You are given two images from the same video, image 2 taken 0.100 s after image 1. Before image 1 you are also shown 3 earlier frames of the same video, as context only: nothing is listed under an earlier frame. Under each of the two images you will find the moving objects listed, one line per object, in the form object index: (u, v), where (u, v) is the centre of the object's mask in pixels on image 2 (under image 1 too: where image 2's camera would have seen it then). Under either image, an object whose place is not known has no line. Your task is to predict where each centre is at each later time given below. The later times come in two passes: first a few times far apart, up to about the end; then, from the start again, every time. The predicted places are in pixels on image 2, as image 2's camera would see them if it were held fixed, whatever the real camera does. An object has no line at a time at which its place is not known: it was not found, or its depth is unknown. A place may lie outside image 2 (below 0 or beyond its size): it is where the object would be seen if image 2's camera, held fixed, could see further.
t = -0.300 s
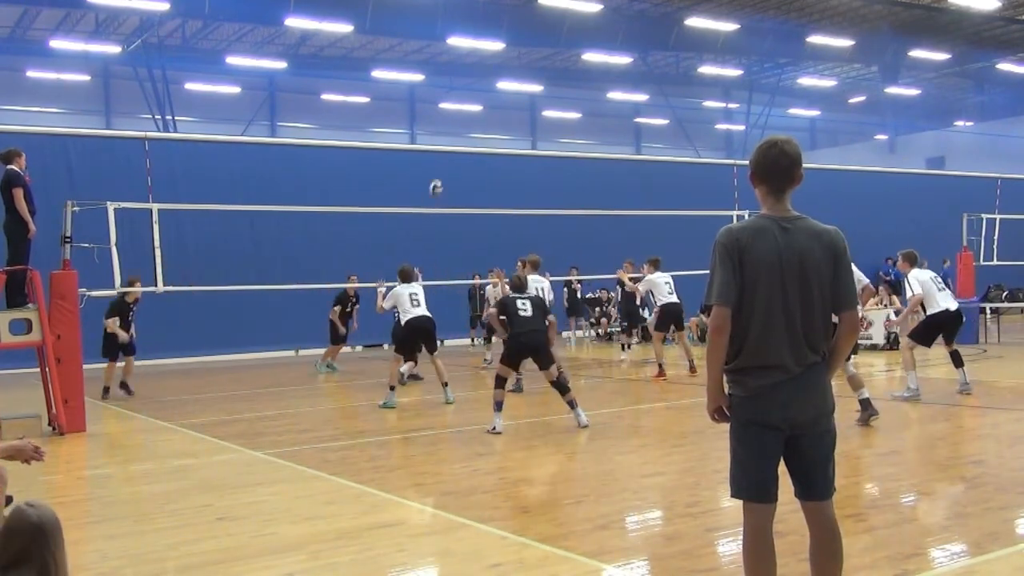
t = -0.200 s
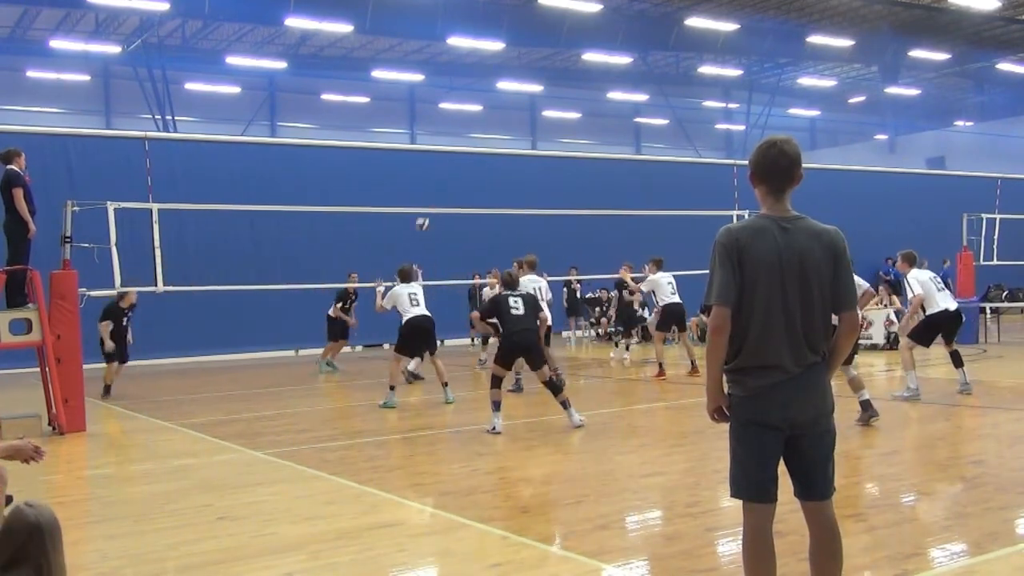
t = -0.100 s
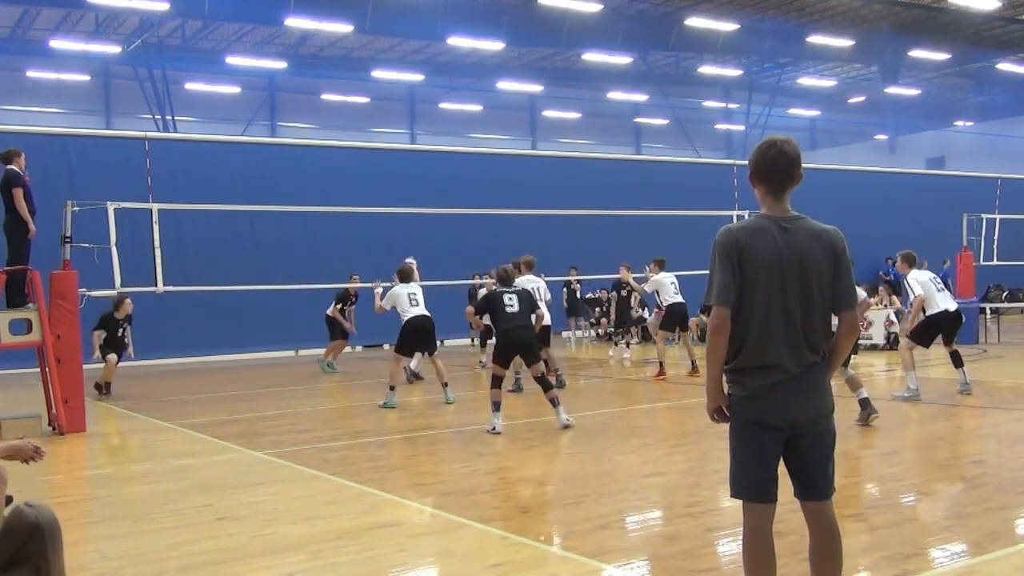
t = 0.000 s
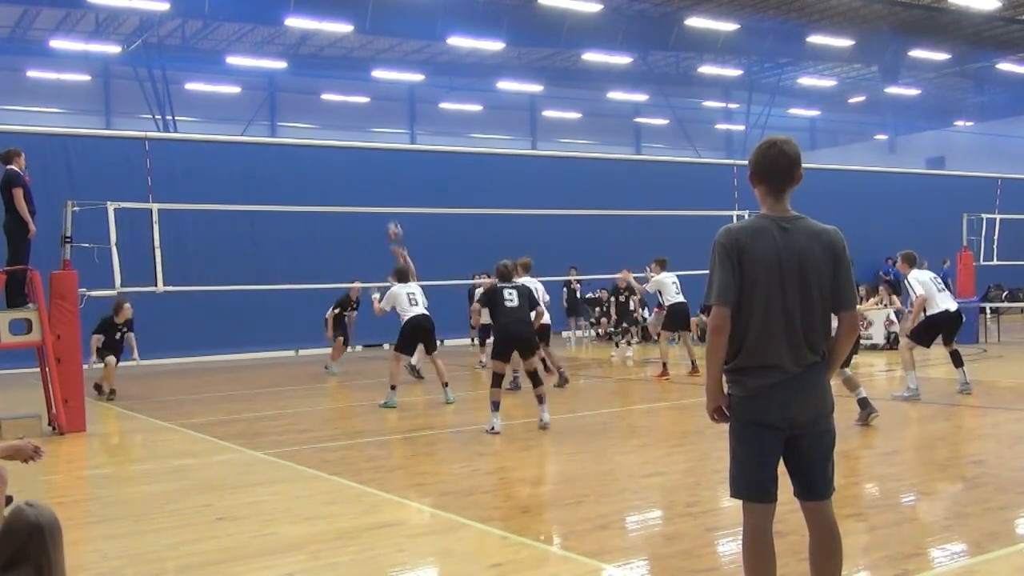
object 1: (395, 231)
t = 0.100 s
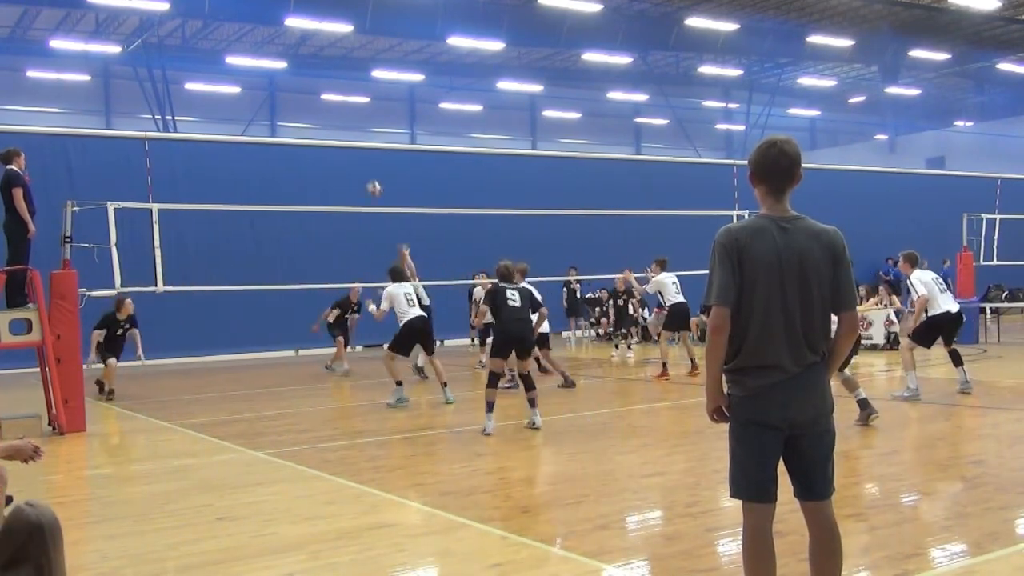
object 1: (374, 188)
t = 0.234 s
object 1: (348, 142)
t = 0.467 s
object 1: (305, 89)
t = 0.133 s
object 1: (367, 175)
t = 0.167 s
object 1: (361, 164)
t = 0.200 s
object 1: (355, 153)
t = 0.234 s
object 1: (348, 142)
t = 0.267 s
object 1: (342, 133)
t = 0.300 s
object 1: (336, 123)
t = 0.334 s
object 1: (330, 115)
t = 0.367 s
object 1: (323, 107)
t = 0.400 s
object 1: (317, 101)
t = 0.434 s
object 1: (311, 94)
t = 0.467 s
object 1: (305, 89)
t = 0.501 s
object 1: (298, 84)
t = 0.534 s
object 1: (293, 80)
